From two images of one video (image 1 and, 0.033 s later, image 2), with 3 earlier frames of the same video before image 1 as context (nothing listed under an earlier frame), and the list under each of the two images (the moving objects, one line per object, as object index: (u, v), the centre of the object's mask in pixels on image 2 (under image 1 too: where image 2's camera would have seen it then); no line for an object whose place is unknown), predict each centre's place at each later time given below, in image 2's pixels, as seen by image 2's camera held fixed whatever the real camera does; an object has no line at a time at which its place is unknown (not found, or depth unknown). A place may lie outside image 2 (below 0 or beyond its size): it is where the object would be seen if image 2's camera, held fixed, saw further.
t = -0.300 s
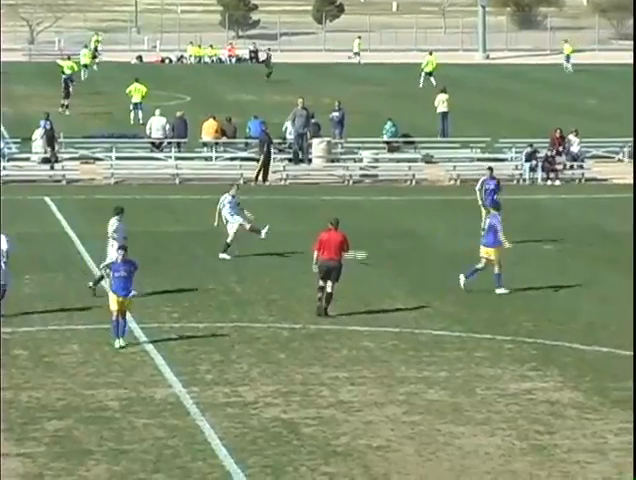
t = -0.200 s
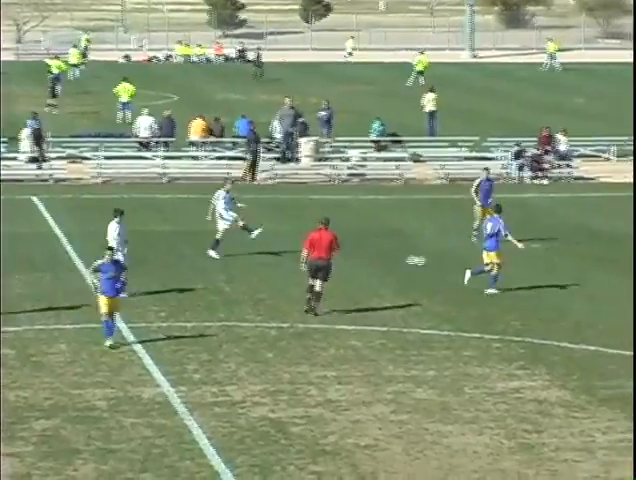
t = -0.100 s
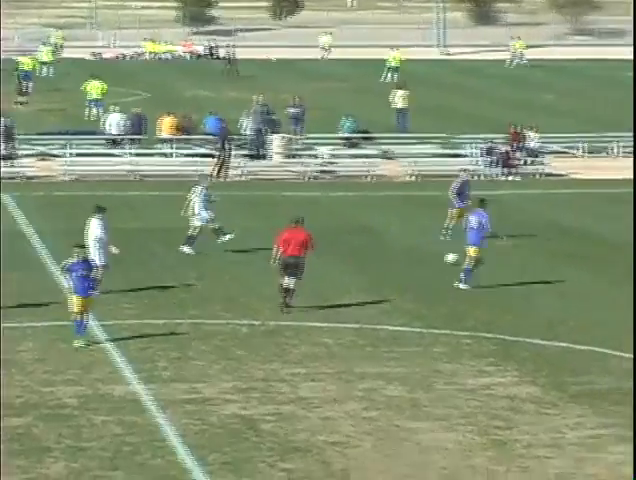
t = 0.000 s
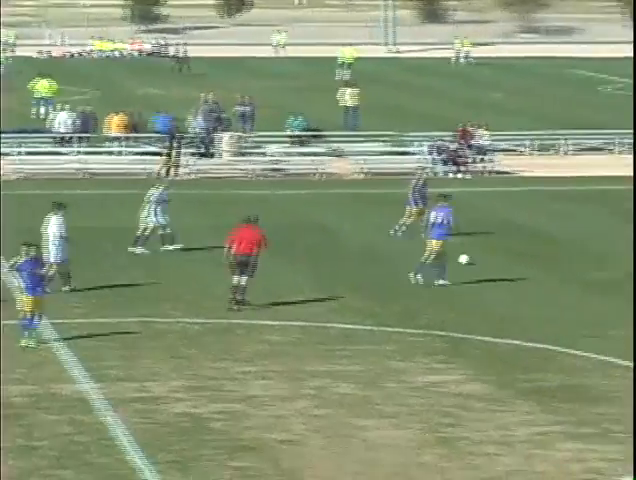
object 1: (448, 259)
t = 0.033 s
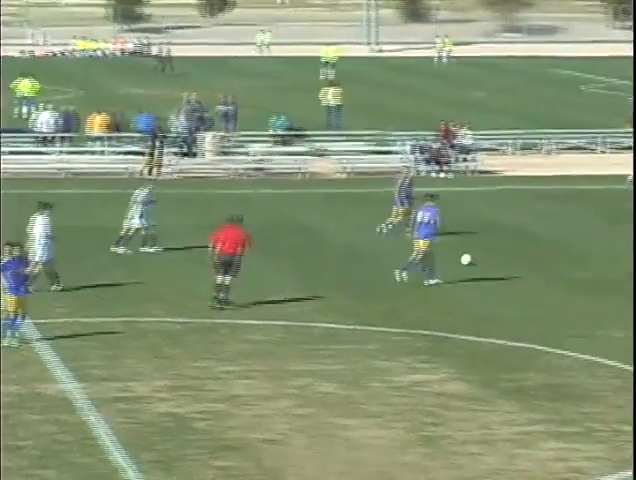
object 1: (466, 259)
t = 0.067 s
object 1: (483, 259)
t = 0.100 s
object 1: (502, 258)
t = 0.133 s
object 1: (520, 259)
